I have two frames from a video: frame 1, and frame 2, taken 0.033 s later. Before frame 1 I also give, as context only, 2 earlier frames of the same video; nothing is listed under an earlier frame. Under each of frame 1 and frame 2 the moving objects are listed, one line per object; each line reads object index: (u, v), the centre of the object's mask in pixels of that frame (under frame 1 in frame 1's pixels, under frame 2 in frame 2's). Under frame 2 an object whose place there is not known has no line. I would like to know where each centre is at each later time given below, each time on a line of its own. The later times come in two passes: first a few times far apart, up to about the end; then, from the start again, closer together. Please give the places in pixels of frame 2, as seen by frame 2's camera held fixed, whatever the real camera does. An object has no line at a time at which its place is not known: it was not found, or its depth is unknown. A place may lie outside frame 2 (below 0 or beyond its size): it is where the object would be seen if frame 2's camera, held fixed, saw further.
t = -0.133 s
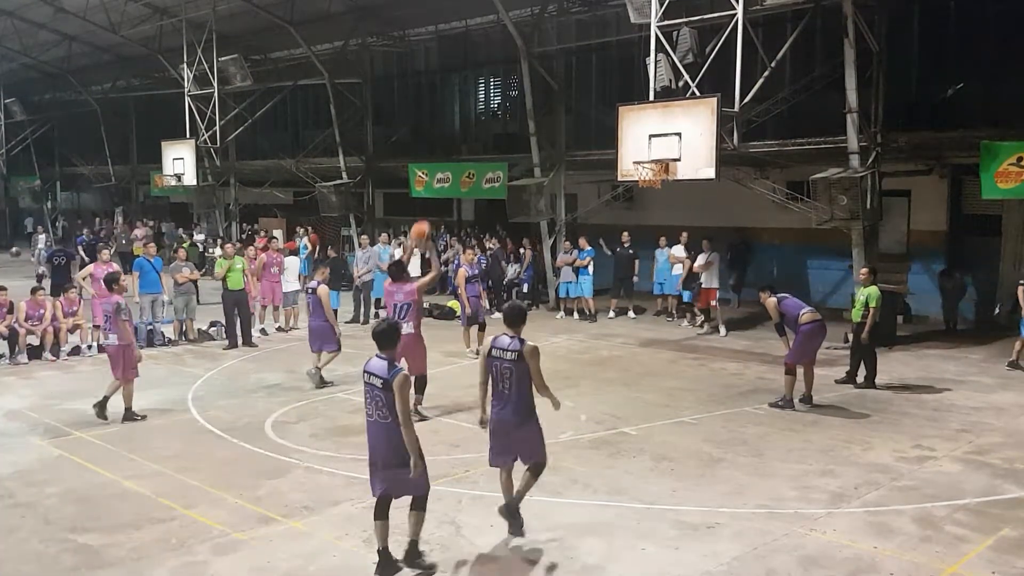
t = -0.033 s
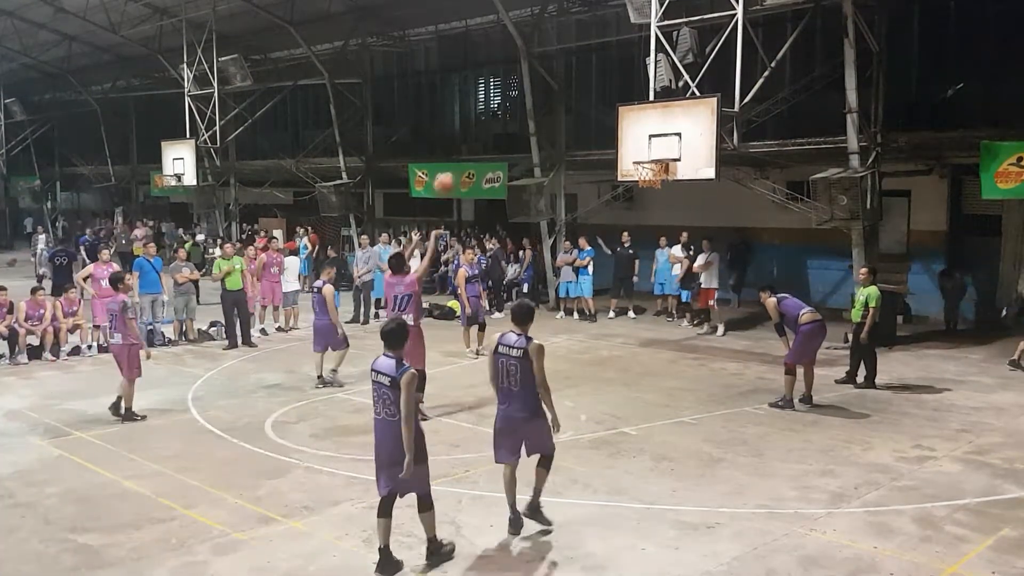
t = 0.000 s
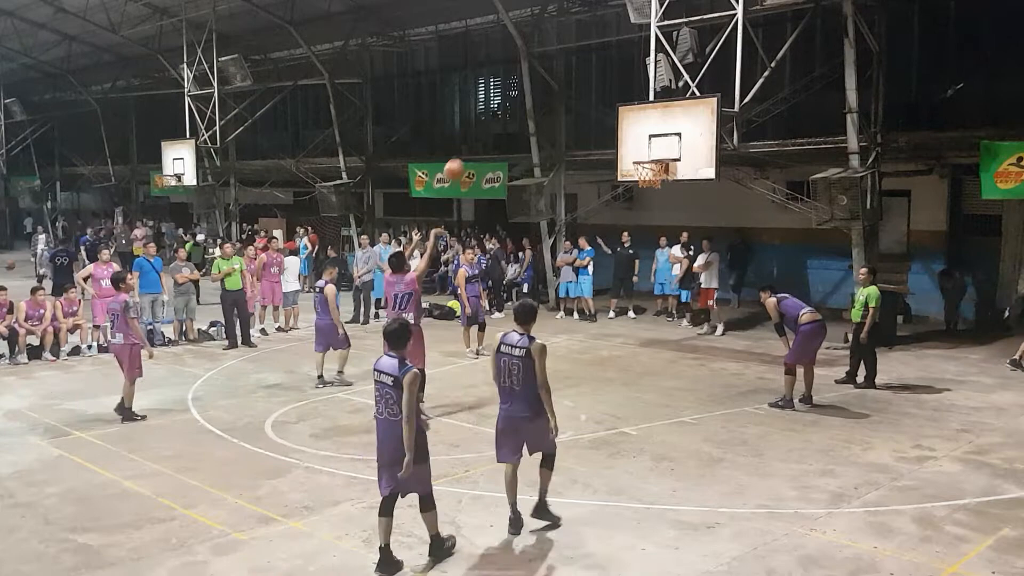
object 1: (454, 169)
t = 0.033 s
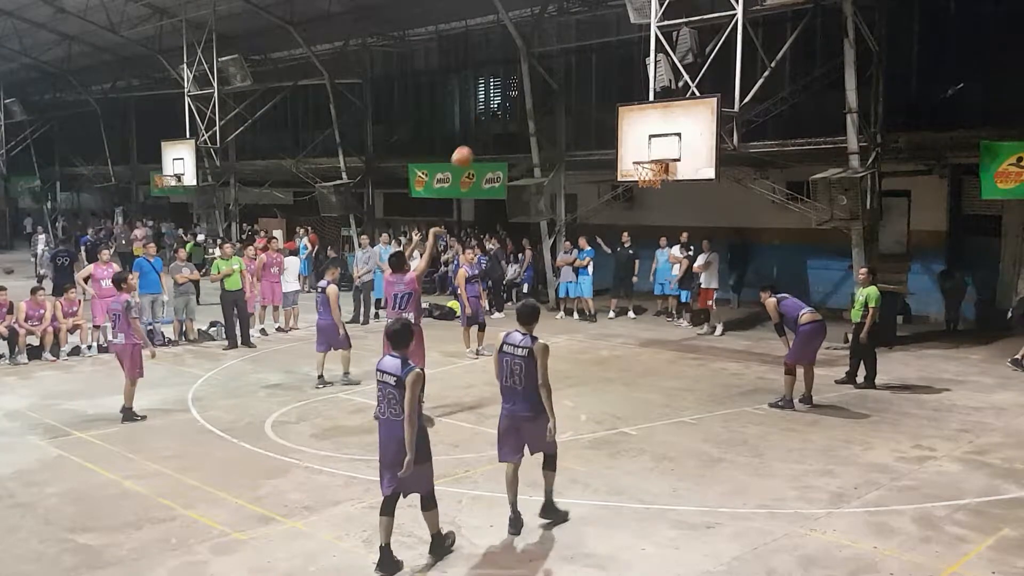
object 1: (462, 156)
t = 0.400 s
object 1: (543, 85)
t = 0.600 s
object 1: (581, 93)
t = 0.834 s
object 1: (619, 134)
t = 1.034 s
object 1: (624, 131)
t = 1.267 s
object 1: (608, 111)
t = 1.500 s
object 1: (593, 128)
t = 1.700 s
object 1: (579, 169)
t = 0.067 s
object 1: (470, 146)
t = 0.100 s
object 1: (478, 135)
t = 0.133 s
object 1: (486, 126)
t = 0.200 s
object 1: (501, 110)
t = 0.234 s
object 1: (509, 104)
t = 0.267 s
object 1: (516, 98)
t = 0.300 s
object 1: (523, 93)
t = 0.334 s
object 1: (530, 89)
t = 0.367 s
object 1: (537, 87)
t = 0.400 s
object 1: (543, 85)
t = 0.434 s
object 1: (550, 85)
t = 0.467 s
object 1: (556, 85)
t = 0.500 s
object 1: (563, 85)
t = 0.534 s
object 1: (569, 87)
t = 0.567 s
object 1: (575, 90)
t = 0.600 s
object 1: (581, 93)
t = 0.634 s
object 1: (587, 97)
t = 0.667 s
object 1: (593, 101)
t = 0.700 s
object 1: (599, 107)
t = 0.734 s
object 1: (604, 113)
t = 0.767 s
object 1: (610, 119)
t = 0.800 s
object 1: (614, 126)
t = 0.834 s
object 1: (619, 134)
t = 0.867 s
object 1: (626, 144)
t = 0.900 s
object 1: (630, 152)
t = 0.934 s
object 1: (631, 150)
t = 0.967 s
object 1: (629, 143)
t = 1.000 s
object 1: (627, 137)
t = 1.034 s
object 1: (624, 131)
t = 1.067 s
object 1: (621, 125)
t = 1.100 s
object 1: (619, 121)
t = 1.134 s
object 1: (617, 118)
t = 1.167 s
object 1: (615, 115)
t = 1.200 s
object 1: (613, 113)
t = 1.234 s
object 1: (610, 111)
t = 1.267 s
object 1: (608, 111)
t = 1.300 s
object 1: (606, 111)
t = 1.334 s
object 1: (604, 112)
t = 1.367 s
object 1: (602, 114)
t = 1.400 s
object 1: (600, 116)
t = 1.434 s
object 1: (597, 119)
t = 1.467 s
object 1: (595, 123)
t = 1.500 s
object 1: (593, 128)
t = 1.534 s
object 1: (590, 133)
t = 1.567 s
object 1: (588, 139)
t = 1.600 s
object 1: (586, 145)
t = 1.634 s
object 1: (584, 152)
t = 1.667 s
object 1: (581, 161)
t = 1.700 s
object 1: (579, 169)
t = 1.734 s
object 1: (577, 178)
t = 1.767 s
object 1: (575, 188)
